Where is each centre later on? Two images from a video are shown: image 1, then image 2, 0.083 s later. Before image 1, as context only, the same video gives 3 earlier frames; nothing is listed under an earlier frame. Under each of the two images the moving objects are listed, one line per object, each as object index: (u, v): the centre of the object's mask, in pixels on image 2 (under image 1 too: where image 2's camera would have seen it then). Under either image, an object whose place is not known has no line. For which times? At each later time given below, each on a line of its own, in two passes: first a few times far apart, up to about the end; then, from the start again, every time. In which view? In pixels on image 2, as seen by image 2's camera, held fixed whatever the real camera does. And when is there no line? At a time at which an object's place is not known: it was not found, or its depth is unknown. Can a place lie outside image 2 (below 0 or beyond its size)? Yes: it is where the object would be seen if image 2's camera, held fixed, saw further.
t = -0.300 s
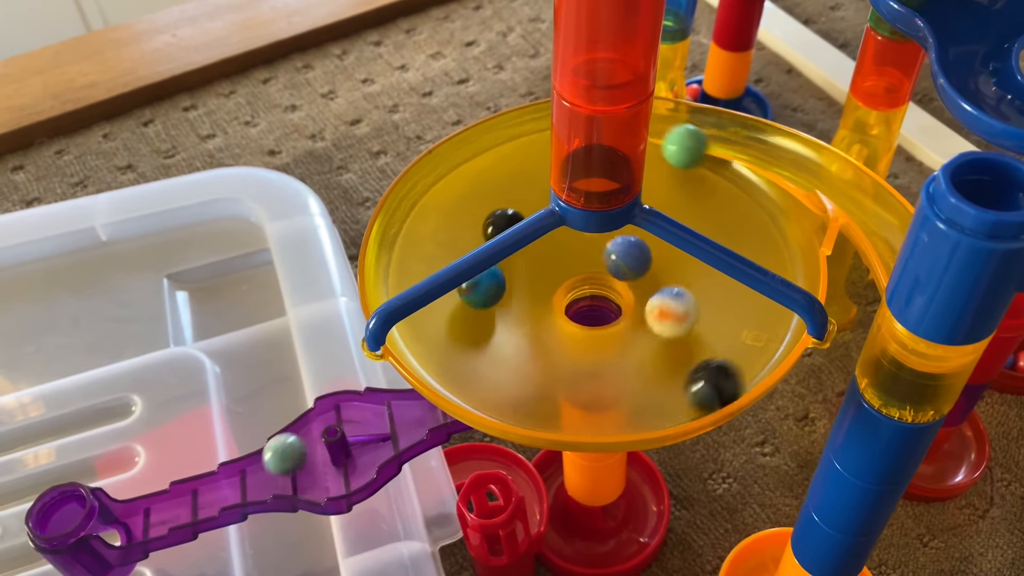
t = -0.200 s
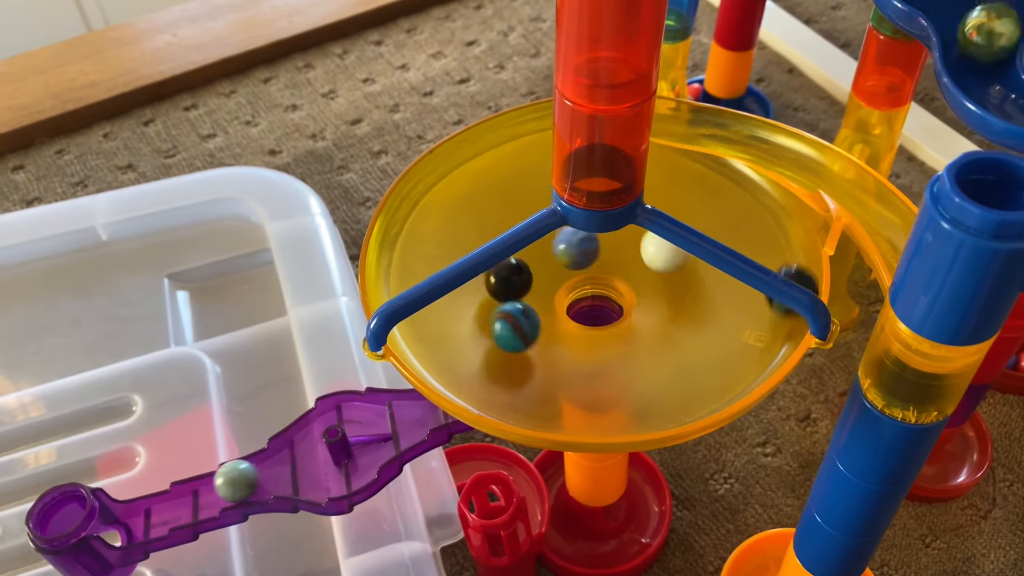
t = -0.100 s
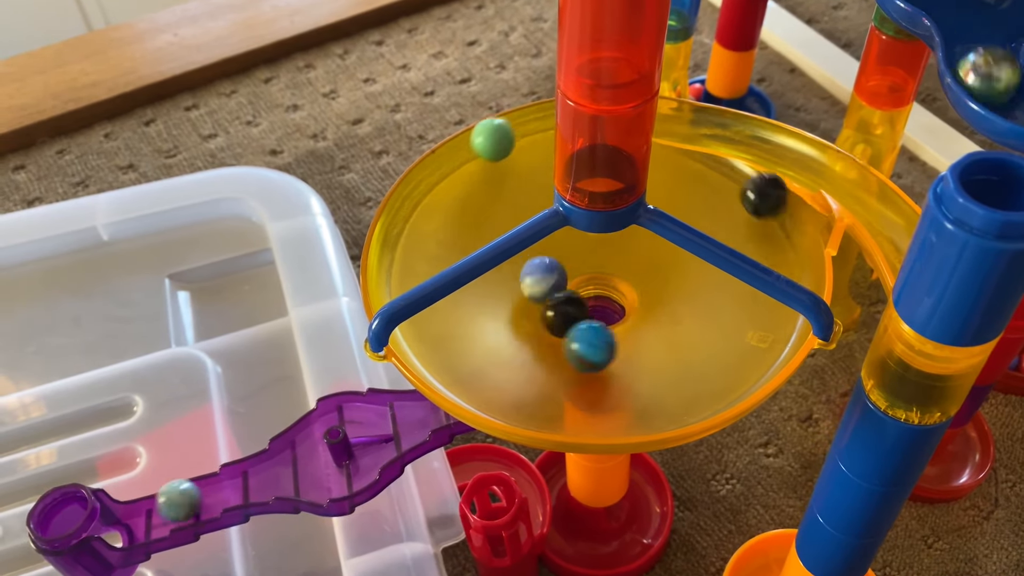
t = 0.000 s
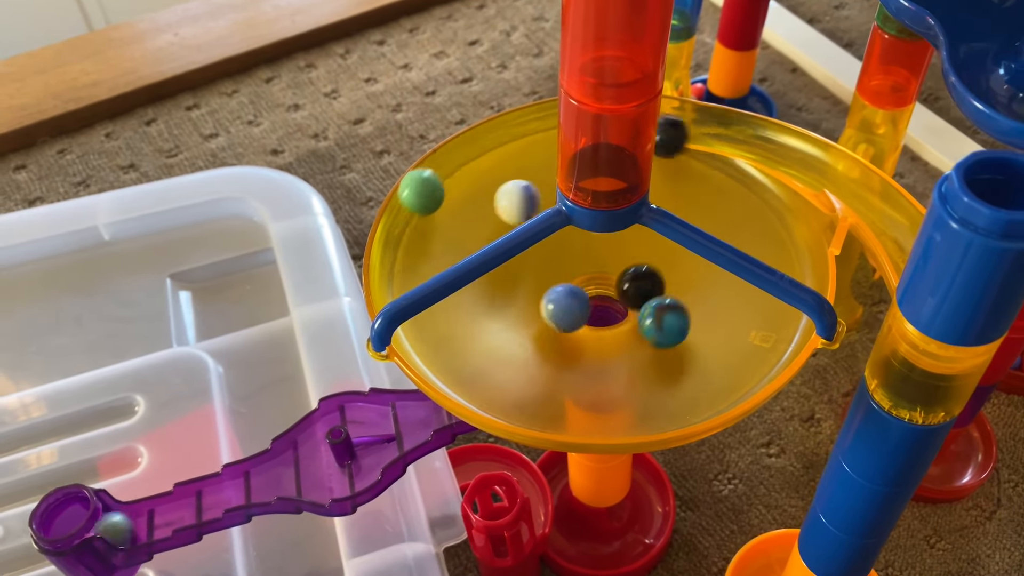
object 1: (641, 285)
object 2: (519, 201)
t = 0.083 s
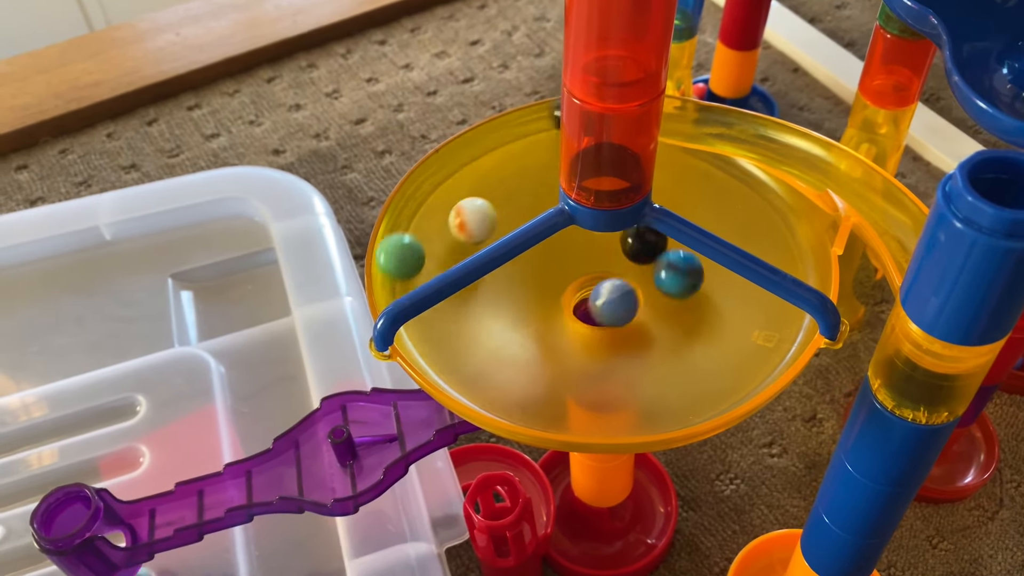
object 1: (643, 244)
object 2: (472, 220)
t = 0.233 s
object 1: (542, 208)
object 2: (443, 264)
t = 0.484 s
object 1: (504, 309)
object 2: (622, 326)
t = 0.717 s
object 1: (634, 291)
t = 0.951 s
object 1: (540, 281)
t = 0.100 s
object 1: (638, 241)
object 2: (466, 226)
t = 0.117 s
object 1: (631, 239)
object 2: (461, 231)
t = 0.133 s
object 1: (623, 237)
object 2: (456, 237)
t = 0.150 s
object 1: (610, 237)
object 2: (452, 243)
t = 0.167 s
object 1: (596, 235)
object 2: (448, 248)
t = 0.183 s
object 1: (584, 234)
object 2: (446, 253)
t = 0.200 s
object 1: (574, 233)
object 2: (444, 257)
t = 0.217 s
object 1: (567, 234)
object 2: (443, 261)
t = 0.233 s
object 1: (542, 208)
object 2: (443, 264)
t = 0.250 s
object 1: (533, 212)
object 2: (462, 297)
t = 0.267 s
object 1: (523, 216)
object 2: (464, 300)
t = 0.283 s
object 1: (514, 221)
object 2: (468, 303)
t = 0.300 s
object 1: (505, 227)
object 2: (473, 305)
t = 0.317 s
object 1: (497, 232)
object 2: (480, 309)
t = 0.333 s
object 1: (490, 237)
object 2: (489, 314)
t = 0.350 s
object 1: (503, 270)
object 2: (501, 318)
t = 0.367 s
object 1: (498, 276)
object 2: (512, 322)
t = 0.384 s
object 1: (494, 280)
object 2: (525, 325)
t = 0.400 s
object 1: (492, 285)
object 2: (540, 328)
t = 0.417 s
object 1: (491, 289)
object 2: (555, 330)
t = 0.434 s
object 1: (491, 294)
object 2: (570, 330)
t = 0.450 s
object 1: (493, 298)
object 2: (588, 331)
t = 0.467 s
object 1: (498, 304)
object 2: (606, 329)
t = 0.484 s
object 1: (504, 309)
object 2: (622, 326)
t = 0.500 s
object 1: (511, 315)
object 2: (639, 319)
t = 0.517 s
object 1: (520, 319)
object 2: (653, 311)
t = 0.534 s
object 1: (530, 323)
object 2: (665, 301)
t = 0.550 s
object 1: (541, 326)
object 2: (675, 291)
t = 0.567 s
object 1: (553, 328)
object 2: (682, 278)
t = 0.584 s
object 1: (567, 328)
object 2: (686, 269)
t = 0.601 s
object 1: (580, 327)
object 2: (685, 263)
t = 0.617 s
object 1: (594, 325)
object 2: (683, 256)
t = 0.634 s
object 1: (607, 321)
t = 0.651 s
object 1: (614, 318)
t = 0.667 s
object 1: (623, 312)
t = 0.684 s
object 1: (630, 305)
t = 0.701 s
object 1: (634, 298)
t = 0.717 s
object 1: (634, 291)
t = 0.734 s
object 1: (632, 283)
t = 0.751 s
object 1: (626, 276)
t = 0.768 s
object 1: (617, 270)
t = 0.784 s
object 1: (605, 265)
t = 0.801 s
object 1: (593, 262)
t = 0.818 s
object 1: (581, 260)
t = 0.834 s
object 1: (571, 260)
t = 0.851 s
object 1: (561, 261)
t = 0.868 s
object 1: (554, 263)
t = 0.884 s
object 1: (547, 265)
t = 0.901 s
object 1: (543, 269)
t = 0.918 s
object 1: (540, 272)
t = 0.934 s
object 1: (539, 276)
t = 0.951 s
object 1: (540, 281)
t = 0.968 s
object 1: (543, 286)
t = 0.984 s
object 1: (547, 292)
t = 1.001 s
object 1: (553, 298)
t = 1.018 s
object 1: (560, 303)
